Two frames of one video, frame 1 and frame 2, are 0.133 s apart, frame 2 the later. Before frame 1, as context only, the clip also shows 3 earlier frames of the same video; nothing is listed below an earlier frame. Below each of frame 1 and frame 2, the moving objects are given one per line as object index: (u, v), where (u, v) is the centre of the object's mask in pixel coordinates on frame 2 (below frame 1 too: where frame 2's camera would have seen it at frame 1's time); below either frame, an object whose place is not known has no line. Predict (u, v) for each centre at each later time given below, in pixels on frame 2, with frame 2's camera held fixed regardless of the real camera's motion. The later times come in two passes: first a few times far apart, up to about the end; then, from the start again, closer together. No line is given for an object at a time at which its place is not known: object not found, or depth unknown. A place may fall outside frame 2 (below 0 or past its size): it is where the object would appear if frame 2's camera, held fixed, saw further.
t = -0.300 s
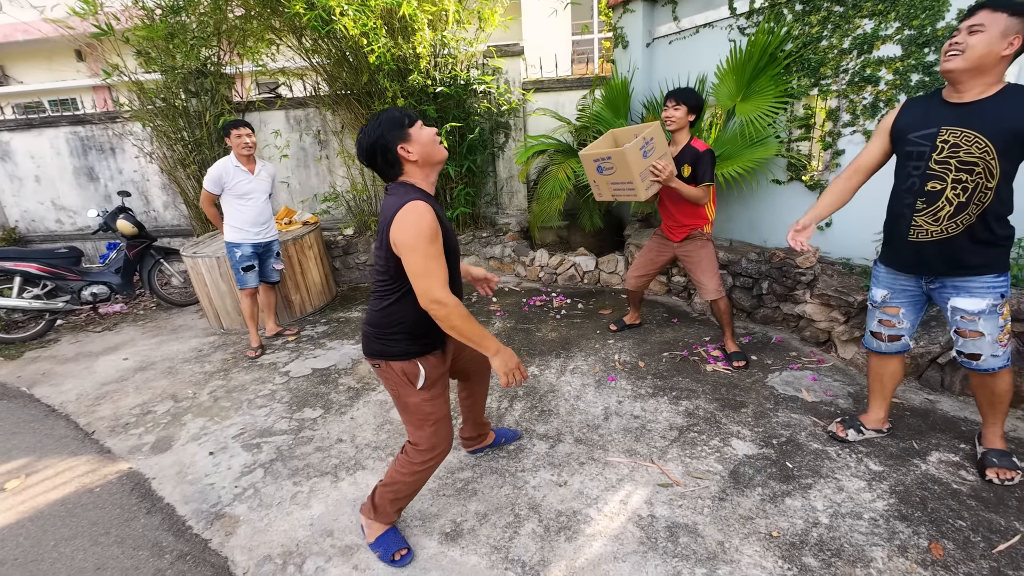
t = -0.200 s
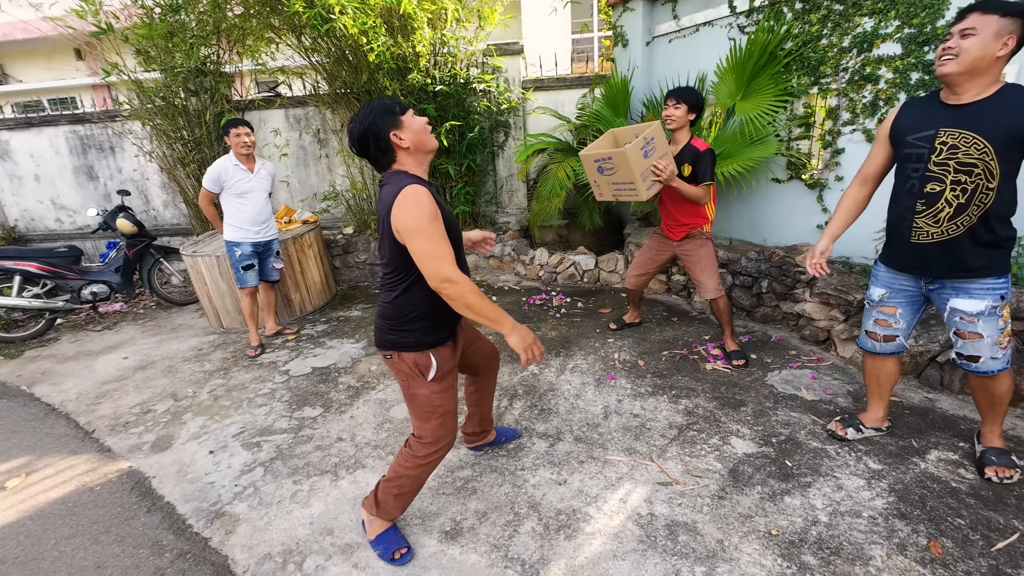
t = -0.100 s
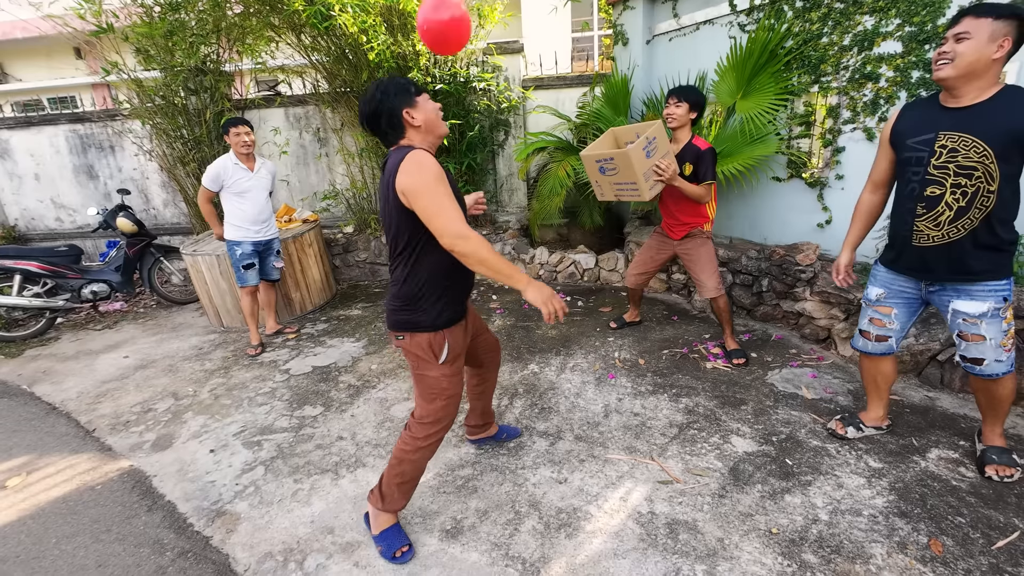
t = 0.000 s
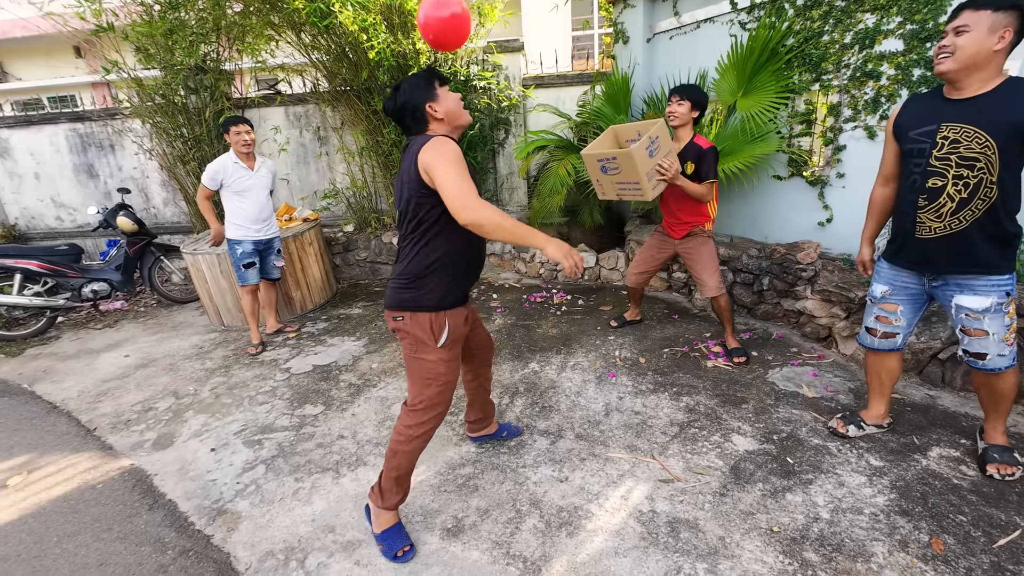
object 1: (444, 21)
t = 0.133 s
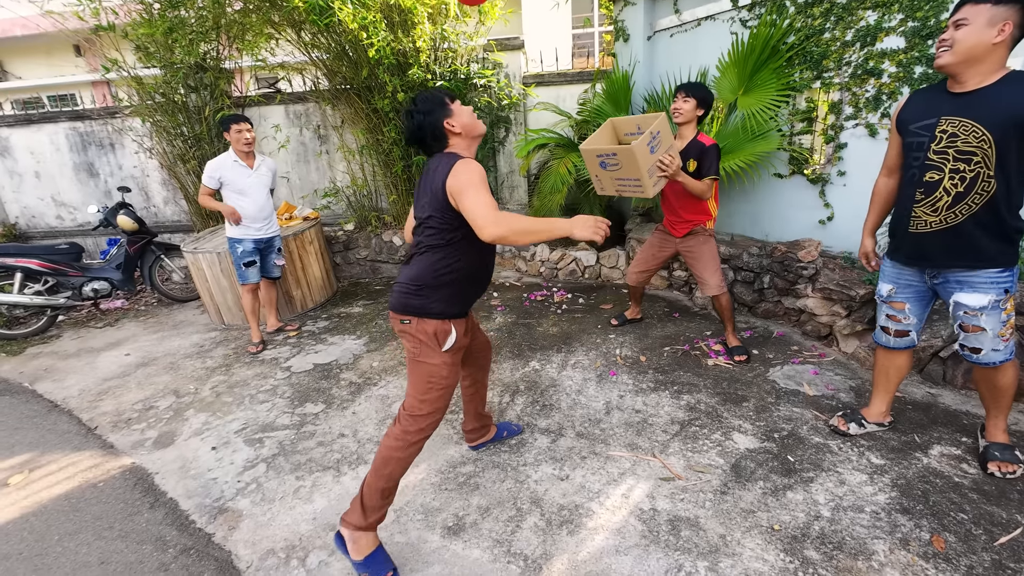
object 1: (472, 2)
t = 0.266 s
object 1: (501, 7)
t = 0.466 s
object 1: (546, 78)
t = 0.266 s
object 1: (501, 7)
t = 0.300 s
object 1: (508, 11)
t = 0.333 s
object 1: (516, 16)
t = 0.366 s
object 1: (524, 24)
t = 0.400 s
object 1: (531, 38)
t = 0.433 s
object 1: (539, 58)
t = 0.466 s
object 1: (546, 78)
